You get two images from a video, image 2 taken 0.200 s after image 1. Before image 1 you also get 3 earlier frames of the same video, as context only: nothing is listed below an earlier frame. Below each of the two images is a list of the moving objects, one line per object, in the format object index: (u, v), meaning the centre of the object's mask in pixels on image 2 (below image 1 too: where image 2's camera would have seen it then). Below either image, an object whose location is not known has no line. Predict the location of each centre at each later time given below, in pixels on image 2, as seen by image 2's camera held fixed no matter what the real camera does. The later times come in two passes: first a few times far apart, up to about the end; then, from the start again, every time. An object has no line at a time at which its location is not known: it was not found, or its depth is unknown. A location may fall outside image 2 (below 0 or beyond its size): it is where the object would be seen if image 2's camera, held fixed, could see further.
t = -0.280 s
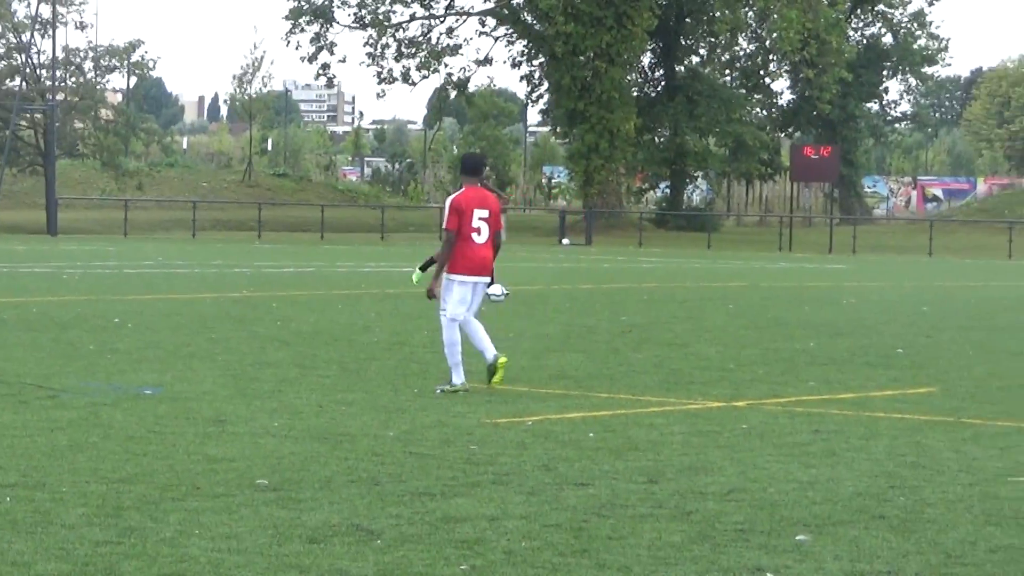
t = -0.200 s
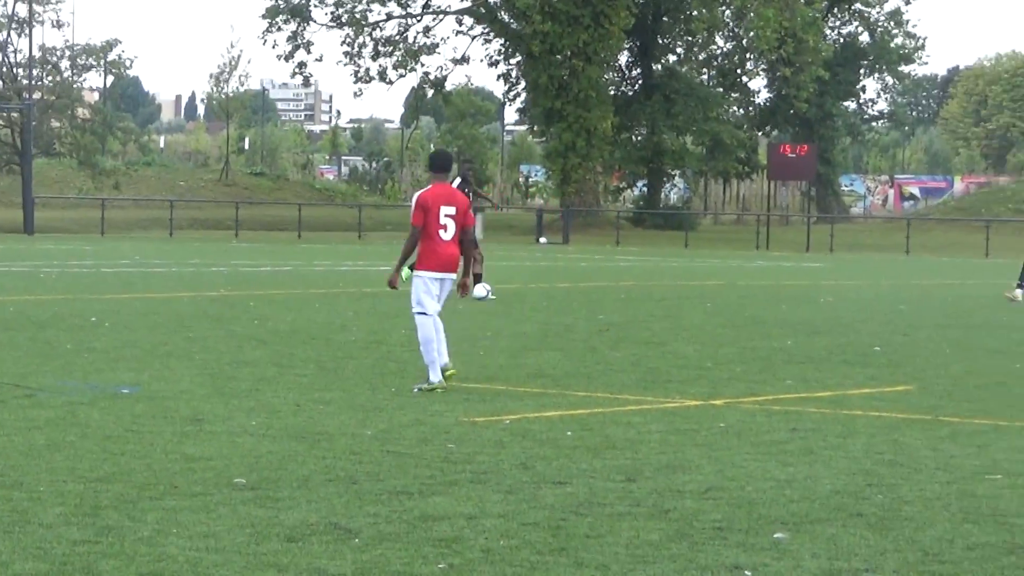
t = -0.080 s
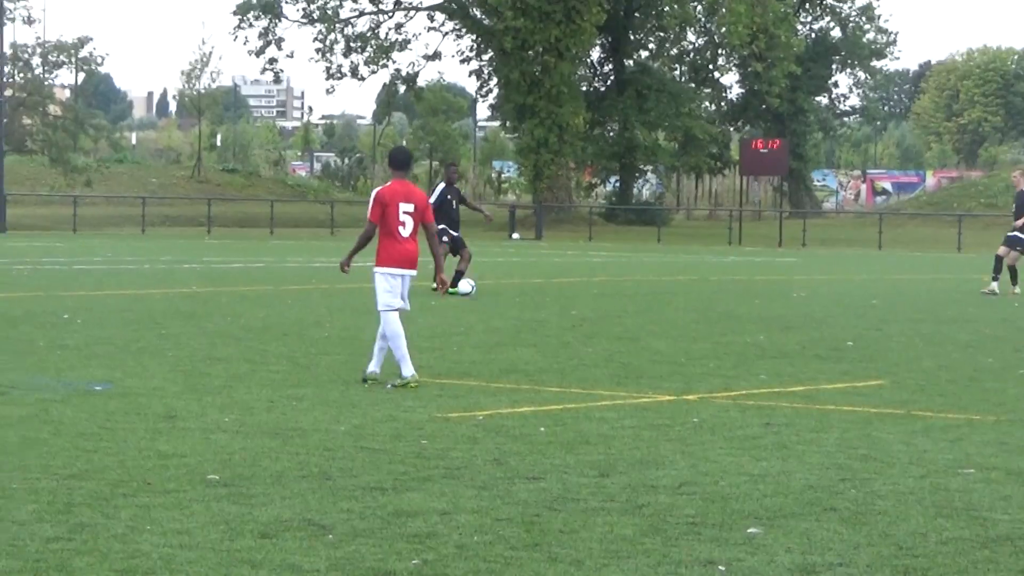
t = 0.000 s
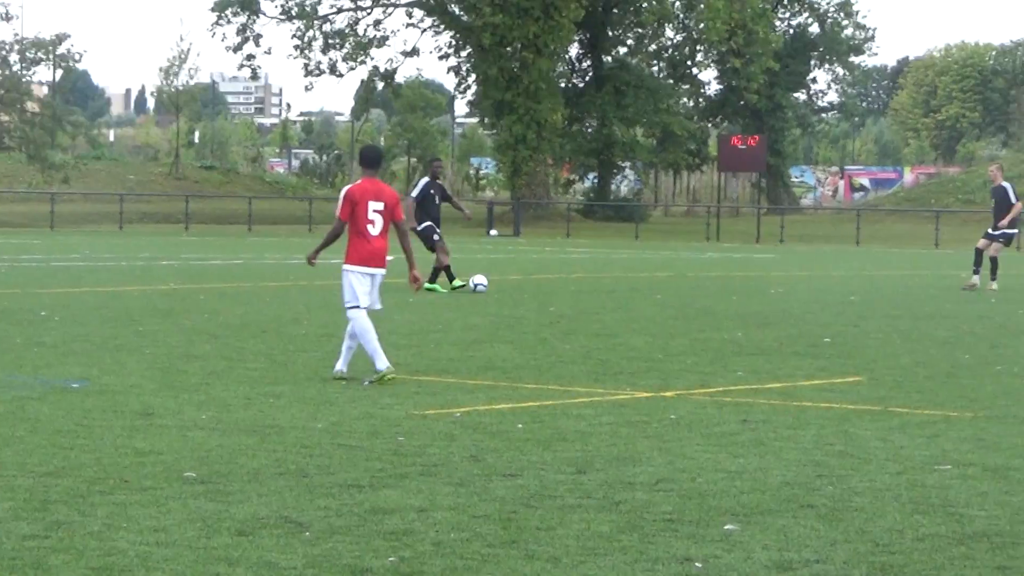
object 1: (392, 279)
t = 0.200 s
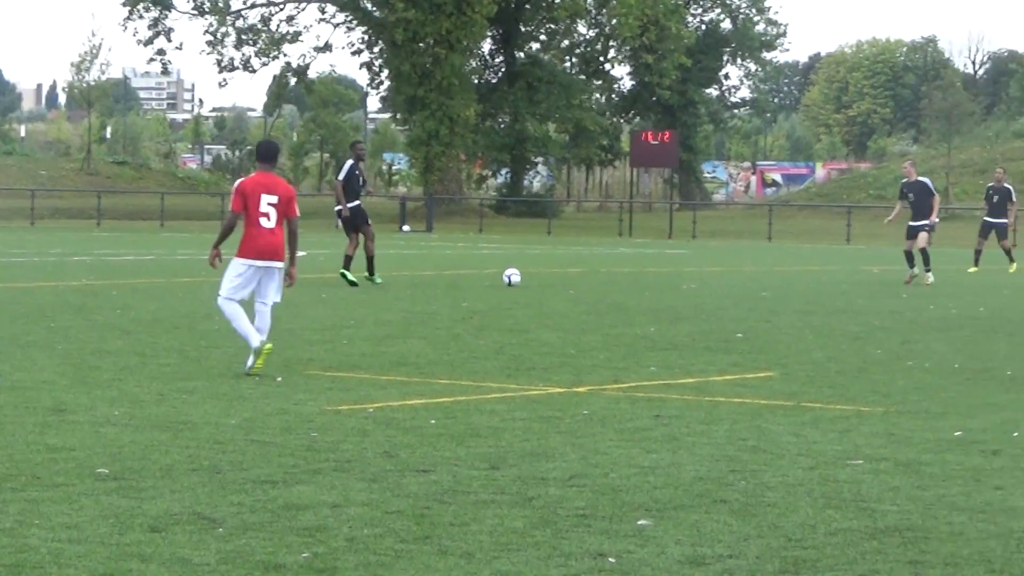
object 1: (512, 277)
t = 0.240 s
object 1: (534, 278)
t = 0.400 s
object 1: (615, 276)
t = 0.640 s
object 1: (718, 277)
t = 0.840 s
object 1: (789, 278)
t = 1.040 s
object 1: (854, 276)
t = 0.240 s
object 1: (534, 278)
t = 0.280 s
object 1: (555, 277)
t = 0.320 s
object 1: (575, 277)
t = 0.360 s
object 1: (595, 277)
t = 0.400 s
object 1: (615, 276)
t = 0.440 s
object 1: (634, 276)
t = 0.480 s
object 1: (652, 276)
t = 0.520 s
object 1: (668, 276)
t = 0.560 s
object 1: (686, 276)
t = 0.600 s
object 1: (702, 277)
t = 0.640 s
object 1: (718, 277)
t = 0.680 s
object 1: (733, 277)
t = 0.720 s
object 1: (748, 278)
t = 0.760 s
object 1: (762, 278)
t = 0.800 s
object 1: (776, 278)
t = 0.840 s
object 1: (789, 278)
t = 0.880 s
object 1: (803, 277)
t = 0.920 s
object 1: (816, 278)
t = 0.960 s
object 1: (828, 276)
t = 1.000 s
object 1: (841, 275)
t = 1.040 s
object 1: (854, 276)
